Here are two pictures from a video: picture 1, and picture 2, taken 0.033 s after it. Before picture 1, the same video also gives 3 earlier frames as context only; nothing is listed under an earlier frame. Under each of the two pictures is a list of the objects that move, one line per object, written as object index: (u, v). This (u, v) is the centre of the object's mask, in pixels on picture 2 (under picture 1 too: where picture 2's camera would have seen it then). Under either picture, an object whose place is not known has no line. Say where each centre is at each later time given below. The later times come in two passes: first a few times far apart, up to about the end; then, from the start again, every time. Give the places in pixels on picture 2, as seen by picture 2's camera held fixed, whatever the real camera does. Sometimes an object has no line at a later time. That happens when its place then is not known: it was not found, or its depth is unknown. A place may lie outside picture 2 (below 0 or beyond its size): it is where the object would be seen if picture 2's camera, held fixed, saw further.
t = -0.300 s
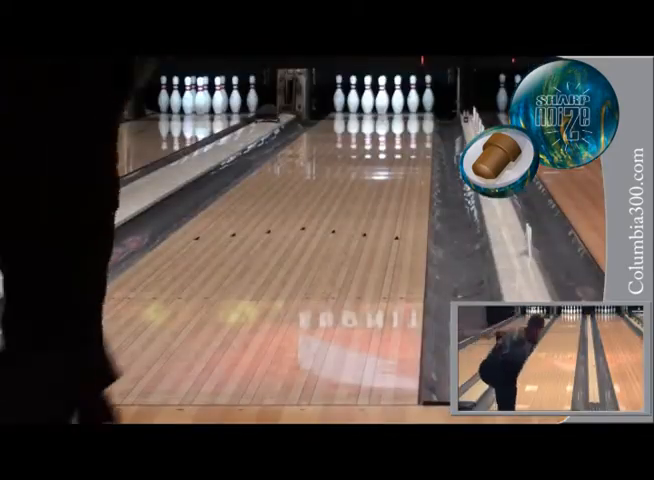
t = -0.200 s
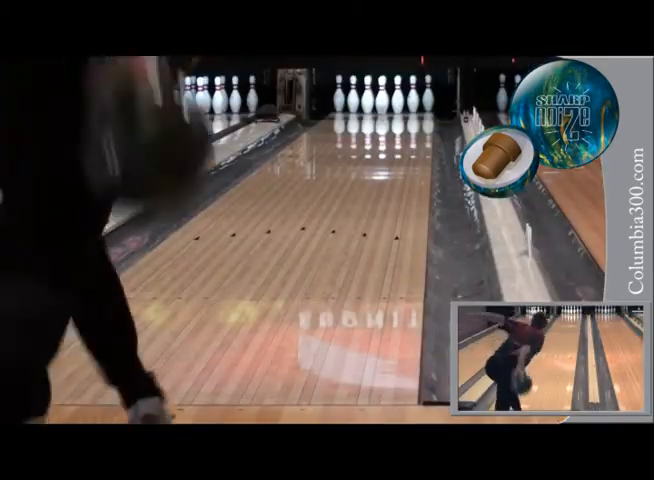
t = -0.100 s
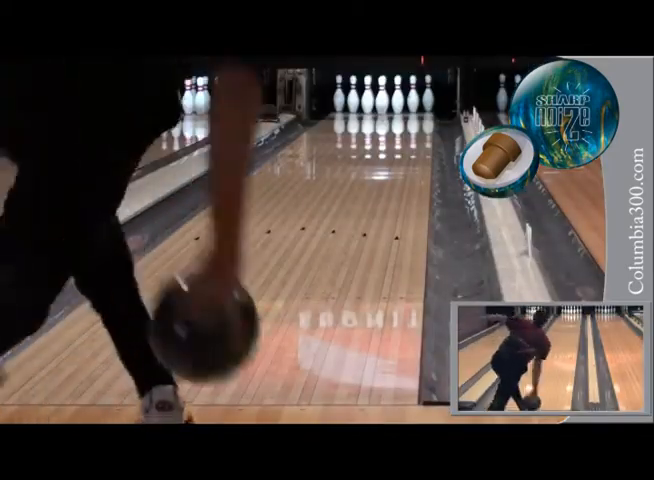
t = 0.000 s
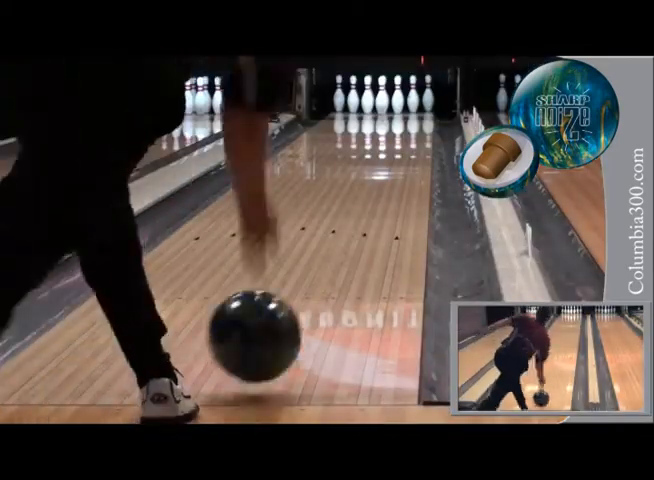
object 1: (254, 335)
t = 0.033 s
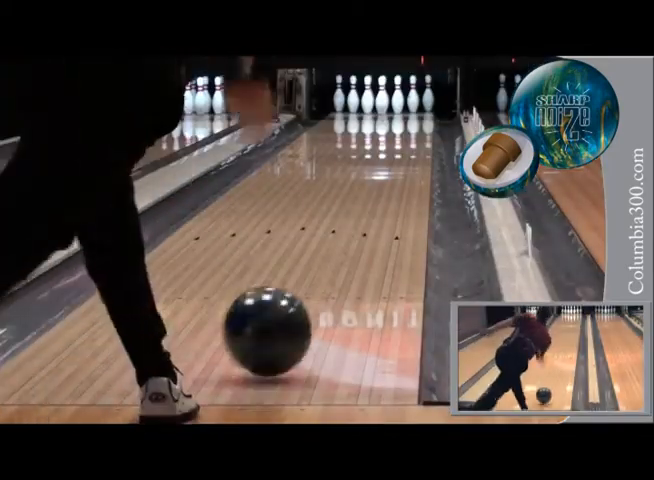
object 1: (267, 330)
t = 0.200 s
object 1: (315, 275)
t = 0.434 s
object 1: (356, 222)
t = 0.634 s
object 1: (384, 190)
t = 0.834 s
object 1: (394, 170)
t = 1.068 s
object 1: (405, 151)
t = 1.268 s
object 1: (412, 139)
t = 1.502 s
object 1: (416, 128)
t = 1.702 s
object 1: (415, 120)
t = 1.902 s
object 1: (410, 114)
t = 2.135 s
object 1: (400, 108)
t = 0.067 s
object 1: (279, 321)
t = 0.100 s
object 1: (289, 308)
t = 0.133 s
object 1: (298, 296)
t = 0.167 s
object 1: (307, 285)
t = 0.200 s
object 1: (315, 275)
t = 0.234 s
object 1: (322, 266)
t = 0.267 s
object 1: (329, 257)
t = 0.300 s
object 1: (335, 249)
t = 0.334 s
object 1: (341, 242)
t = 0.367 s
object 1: (346, 235)
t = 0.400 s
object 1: (352, 228)
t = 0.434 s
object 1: (356, 222)
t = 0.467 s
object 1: (361, 216)
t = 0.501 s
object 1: (364, 211)
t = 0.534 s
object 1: (368, 206)
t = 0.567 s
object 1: (372, 201)
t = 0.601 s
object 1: (374, 196)
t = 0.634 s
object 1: (384, 190)
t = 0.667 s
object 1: (381, 188)
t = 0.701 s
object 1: (384, 184)
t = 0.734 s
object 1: (387, 180)
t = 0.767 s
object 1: (389, 177)
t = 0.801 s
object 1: (391, 173)
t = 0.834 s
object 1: (394, 170)
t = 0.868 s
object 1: (396, 167)
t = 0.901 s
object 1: (398, 164)
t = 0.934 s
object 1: (399, 162)
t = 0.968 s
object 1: (401, 159)
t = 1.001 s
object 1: (402, 157)
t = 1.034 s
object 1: (403, 155)
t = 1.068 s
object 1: (405, 151)
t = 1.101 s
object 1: (406, 149)
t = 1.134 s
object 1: (407, 147)
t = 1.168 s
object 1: (408, 145)
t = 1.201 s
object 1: (409, 143)
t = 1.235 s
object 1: (411, 141)
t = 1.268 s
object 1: (412, 139)
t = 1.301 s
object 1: (412, 138)
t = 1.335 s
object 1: (412, 136)
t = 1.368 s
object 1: (414, 134)
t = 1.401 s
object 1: (414, 132)
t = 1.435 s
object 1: (417, 131)
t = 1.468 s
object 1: (415, 129)
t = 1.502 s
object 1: (416, 128)
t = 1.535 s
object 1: (416, 127)
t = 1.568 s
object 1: (416, 126)
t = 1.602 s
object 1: (416, 124)
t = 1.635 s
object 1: (416, 123)
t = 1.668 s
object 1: (415, 121)
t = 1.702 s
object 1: (415, 120)
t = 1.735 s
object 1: (414, 119)
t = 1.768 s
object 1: (414, 118)
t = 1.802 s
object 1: (413, 117)
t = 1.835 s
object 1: (412, 115)
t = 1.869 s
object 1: (412, 115)
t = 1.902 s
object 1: (410, 114)
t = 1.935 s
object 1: (410, 113)
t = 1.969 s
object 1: (408, 112)
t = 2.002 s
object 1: (406, 111)
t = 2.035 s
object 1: (405, 110)
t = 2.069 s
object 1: (403, 110)
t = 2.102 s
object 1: (402, 109)
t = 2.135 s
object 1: (400, 108)
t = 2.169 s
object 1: (398, 107)
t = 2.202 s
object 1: (396, 106)
